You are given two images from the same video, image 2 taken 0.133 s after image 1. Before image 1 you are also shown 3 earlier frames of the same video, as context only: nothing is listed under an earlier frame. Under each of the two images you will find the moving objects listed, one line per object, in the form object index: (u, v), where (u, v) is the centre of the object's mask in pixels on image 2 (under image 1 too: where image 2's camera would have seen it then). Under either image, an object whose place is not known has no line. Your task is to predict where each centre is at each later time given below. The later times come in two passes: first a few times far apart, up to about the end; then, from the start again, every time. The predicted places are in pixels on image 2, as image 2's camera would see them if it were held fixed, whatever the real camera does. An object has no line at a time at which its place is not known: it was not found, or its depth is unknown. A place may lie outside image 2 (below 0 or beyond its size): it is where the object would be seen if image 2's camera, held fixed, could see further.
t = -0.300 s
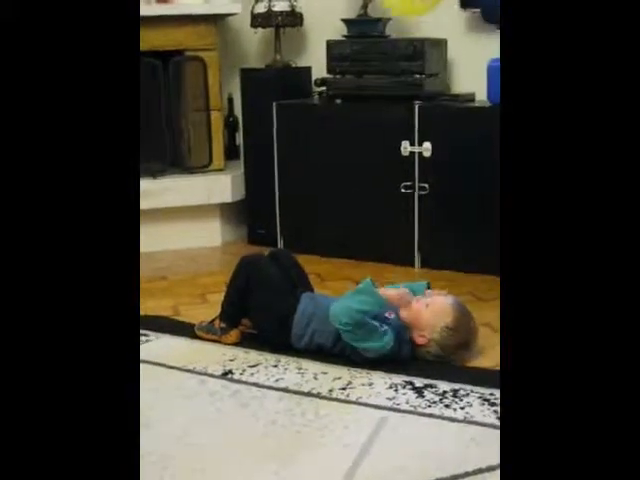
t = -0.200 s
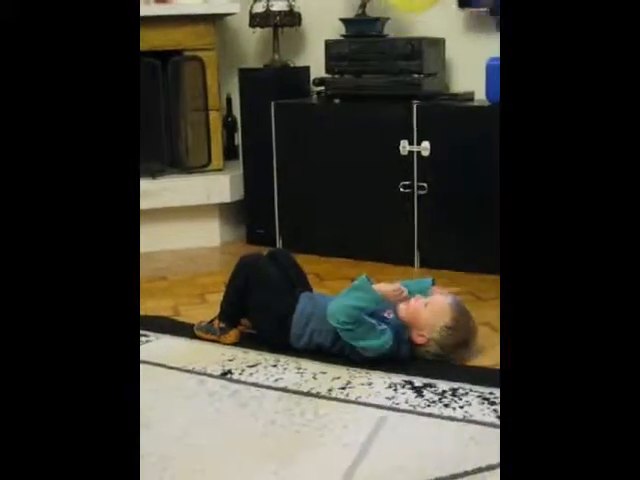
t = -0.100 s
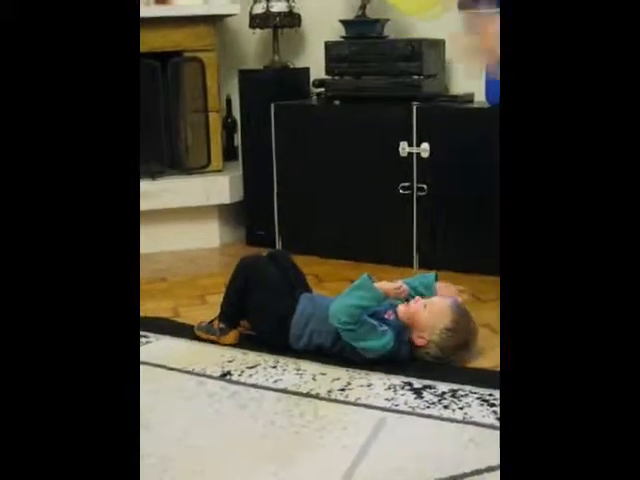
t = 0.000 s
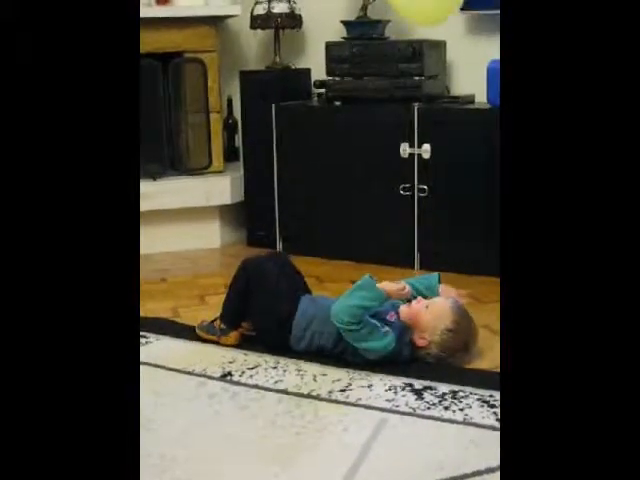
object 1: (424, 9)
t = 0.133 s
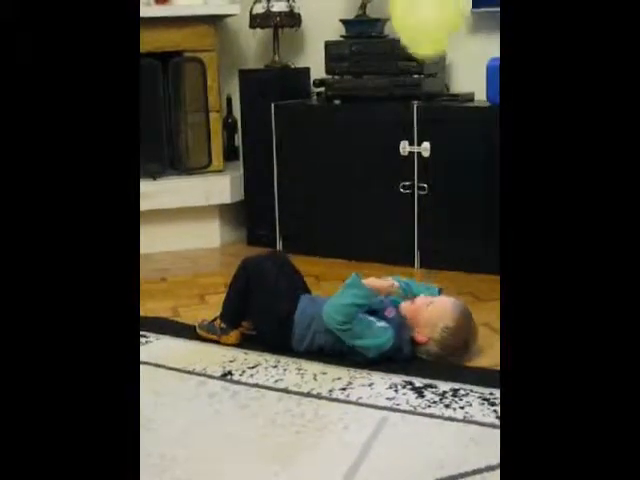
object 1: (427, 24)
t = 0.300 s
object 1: (435, 50)
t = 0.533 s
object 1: (448, 124)
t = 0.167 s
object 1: (429, 28)
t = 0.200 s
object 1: (430, 32)
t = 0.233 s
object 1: (431, 36)
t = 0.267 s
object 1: (434, 42)
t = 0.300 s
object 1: (435, 50)
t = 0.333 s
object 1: (436, 60)
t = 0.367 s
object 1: (438, 71)
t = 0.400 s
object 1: (439, 81)
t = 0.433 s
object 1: (441, 92)
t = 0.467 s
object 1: (443, 102)
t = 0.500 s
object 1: (445, 113)
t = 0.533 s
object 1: (448, 124)
